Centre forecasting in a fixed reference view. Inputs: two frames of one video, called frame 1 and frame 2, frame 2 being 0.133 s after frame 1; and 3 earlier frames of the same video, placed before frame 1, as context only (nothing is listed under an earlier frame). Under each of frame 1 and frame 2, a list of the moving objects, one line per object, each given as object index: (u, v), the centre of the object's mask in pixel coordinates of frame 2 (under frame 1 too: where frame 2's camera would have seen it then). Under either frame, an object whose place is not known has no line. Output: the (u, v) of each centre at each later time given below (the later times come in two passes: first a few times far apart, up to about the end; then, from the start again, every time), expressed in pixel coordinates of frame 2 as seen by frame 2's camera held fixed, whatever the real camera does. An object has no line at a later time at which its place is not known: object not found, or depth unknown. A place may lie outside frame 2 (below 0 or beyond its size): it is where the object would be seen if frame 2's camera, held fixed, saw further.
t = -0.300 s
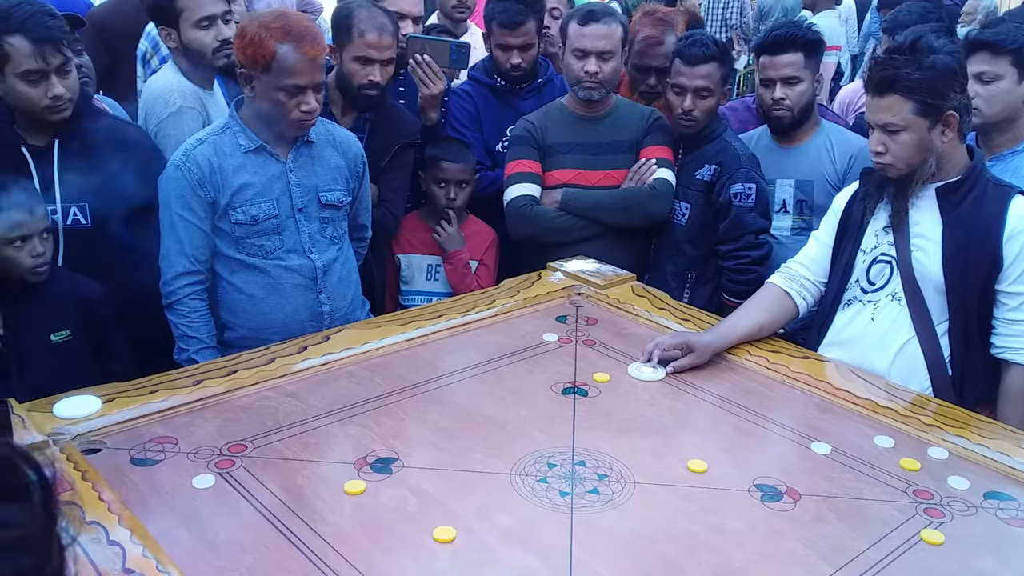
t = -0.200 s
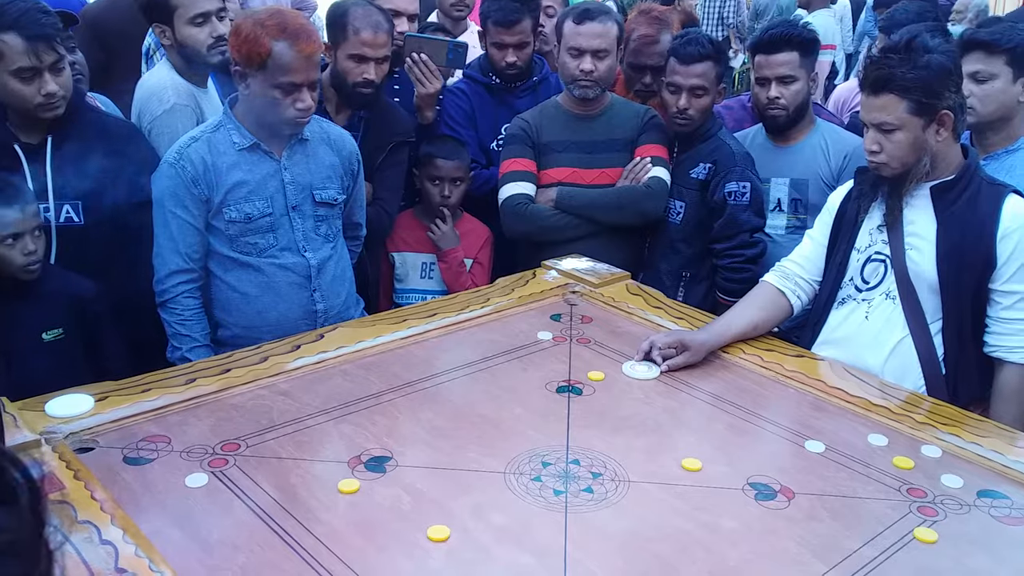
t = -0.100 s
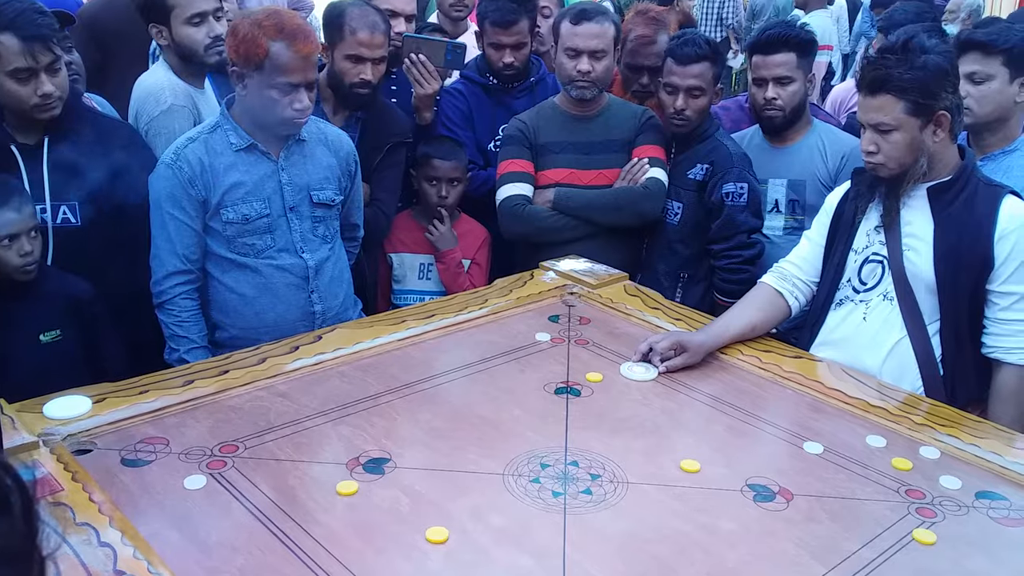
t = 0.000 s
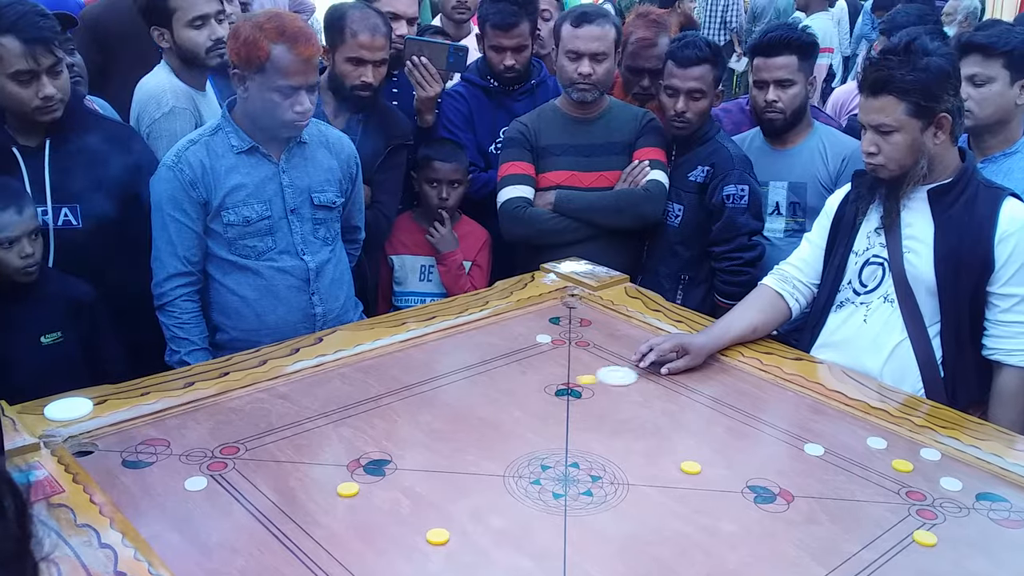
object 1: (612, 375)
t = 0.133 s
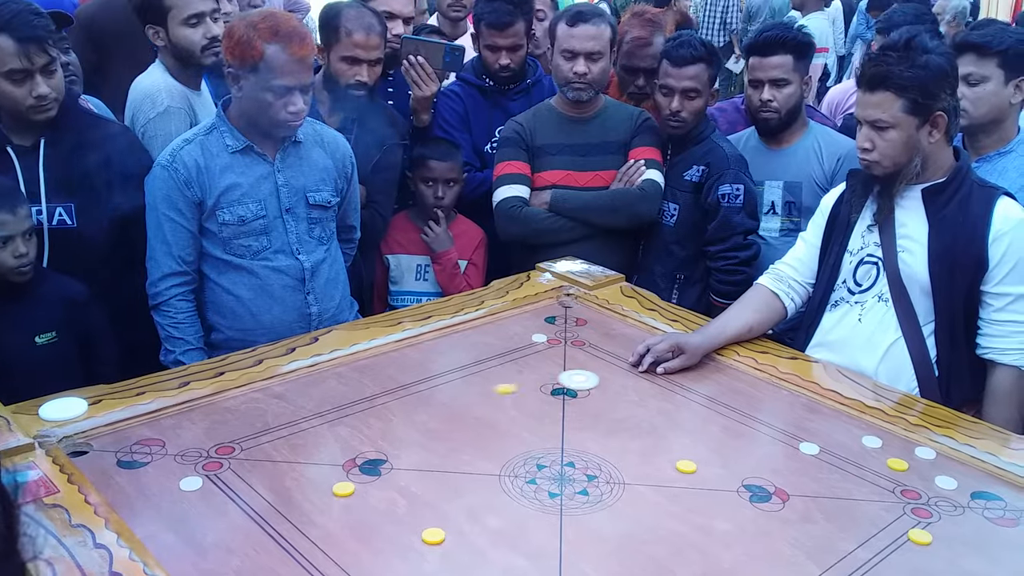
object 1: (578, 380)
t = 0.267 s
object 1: (545, 384)
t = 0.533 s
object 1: (483, 393)
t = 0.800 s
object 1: (429, 402)
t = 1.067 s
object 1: (385, 409)
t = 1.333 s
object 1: (352, 414)
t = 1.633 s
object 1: (331, 417)
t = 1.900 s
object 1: (329, 418)
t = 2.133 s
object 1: (329, 418)
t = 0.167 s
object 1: (570, 381)
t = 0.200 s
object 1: (561, 382)
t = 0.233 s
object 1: (553, 383)
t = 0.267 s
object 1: (545, 384)
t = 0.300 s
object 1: (537, 385)
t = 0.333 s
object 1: (529, 386)
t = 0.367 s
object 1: (521, 387)
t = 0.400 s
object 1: (514, 388)
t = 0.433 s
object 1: (506, 390)
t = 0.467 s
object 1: (498, 391)
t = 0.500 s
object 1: (490, 392)
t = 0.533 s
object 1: (483, 393)
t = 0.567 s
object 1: (476, 394)
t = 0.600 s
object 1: (469, 396)
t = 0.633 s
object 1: (462, 397)
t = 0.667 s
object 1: (455, 398)
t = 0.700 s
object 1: (448, 399)
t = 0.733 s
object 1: (442, 400)
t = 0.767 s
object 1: (435, 401)
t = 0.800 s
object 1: (429, 402)
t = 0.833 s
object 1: (423, 403)
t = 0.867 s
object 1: (418, 404)
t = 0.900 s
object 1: (412, 405)
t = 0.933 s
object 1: (406, 406)
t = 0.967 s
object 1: (401, 406)
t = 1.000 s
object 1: (395, 407)
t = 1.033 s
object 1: (390, 408)
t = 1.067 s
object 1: (385, 409)
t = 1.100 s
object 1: (380, 410)
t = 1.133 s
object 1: (376, 410)
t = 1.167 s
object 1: (371, 411)
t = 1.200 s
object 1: (367, 412)
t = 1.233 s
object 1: (363, 412)
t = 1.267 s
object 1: (359, 413)
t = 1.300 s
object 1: (355, 414)
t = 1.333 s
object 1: (352, 414)
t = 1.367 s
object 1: (348, 415)
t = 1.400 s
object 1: (345, 415)
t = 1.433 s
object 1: (342, 416)
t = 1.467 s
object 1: (339, 416)
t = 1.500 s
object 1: (337, 416)
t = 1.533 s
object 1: (335, 417)
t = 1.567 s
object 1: (334, 417)
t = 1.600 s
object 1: (333, 417)
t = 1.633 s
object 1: (331, 417)
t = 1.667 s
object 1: (330, 417)
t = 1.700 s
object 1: (330, 418)
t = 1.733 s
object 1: (330, 418)
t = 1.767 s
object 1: (329, 418)
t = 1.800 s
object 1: (329, 418)
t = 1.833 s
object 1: (329, 418)
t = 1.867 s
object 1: (329, 418)
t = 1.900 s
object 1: (329, 418)
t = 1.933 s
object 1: (329, 418)
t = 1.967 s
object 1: (329, 418)
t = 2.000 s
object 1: (329, 418)
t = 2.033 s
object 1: (329, 418)
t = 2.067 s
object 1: (329, 418)
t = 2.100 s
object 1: (329, 418)
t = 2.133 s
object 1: (329, 418)
